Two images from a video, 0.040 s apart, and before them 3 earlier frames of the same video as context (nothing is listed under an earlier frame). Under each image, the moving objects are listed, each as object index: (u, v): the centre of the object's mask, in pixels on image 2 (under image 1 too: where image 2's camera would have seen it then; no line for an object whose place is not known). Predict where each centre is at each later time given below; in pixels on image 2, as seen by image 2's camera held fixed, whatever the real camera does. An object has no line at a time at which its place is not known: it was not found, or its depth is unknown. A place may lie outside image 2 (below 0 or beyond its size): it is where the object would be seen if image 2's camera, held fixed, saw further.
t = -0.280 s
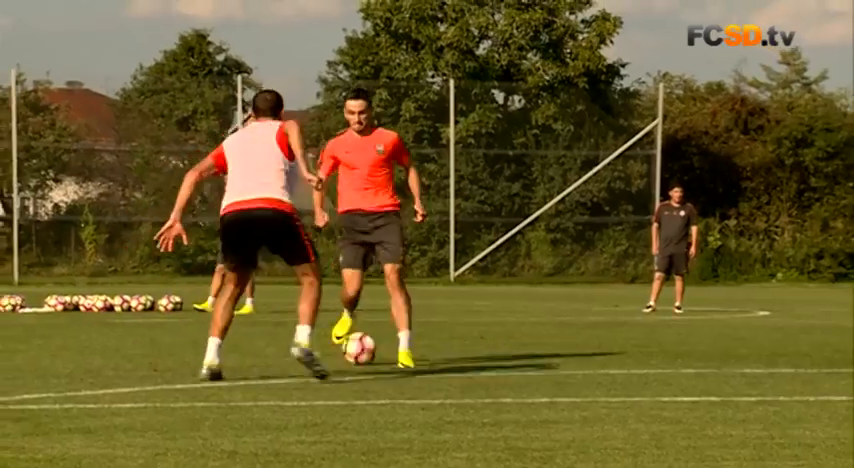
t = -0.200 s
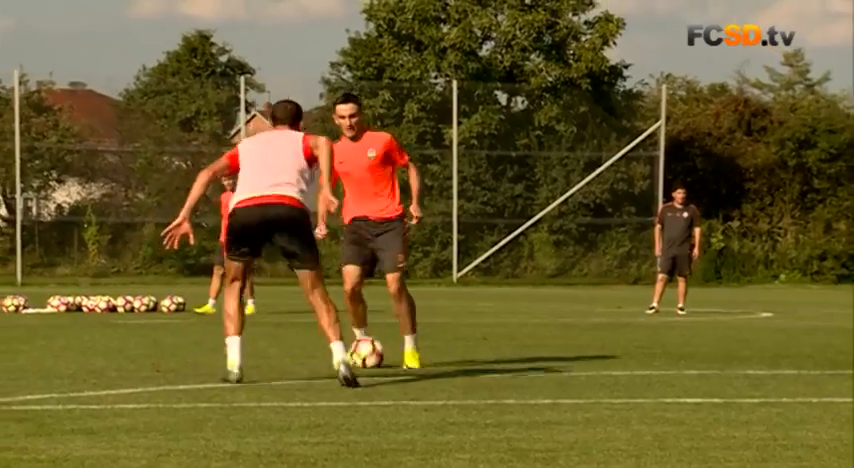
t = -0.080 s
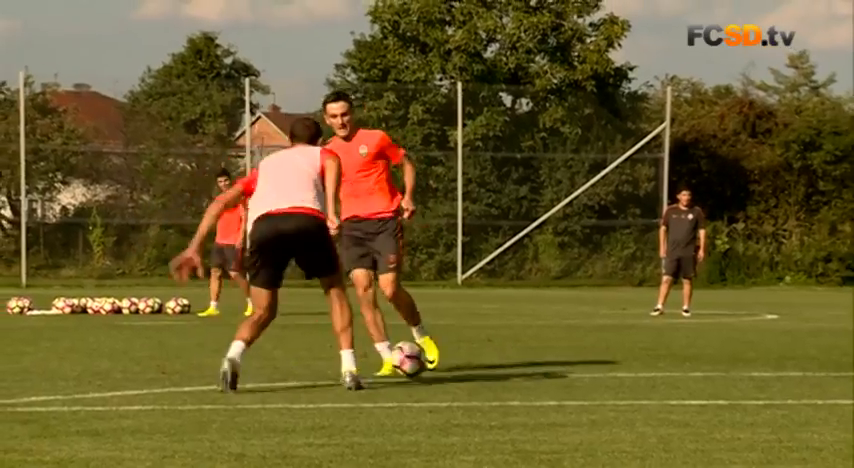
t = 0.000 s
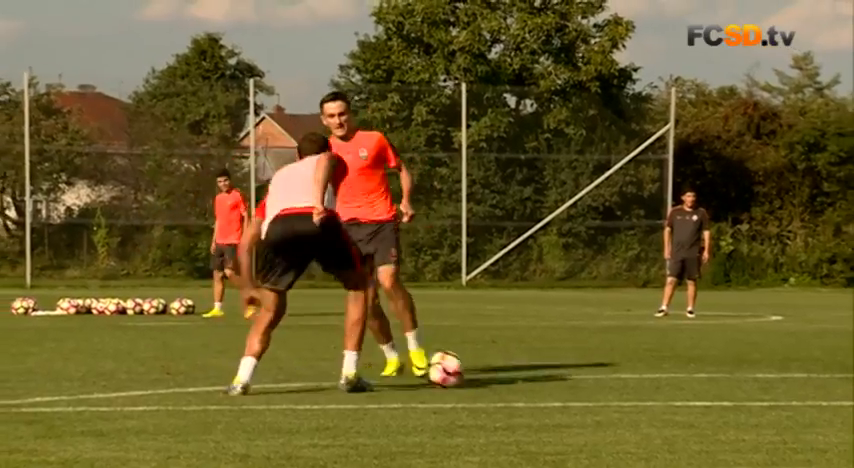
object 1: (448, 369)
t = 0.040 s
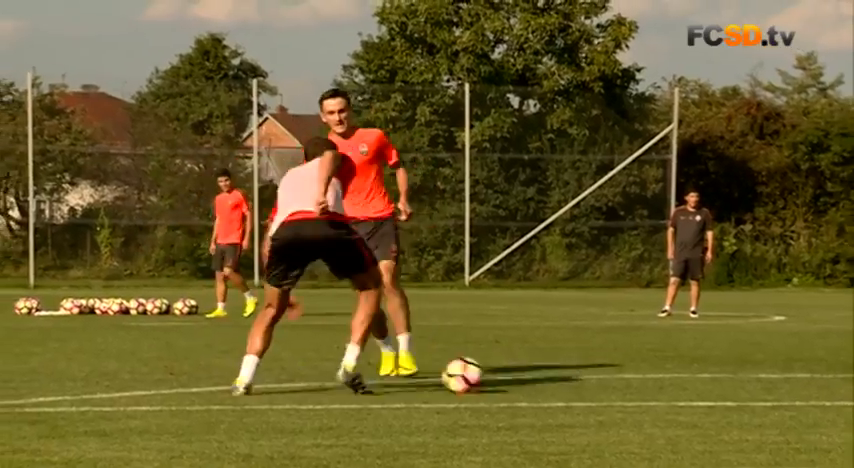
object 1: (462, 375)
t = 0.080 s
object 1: (479, 378)
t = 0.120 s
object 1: (494, 380)
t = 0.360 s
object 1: (600, 400)
